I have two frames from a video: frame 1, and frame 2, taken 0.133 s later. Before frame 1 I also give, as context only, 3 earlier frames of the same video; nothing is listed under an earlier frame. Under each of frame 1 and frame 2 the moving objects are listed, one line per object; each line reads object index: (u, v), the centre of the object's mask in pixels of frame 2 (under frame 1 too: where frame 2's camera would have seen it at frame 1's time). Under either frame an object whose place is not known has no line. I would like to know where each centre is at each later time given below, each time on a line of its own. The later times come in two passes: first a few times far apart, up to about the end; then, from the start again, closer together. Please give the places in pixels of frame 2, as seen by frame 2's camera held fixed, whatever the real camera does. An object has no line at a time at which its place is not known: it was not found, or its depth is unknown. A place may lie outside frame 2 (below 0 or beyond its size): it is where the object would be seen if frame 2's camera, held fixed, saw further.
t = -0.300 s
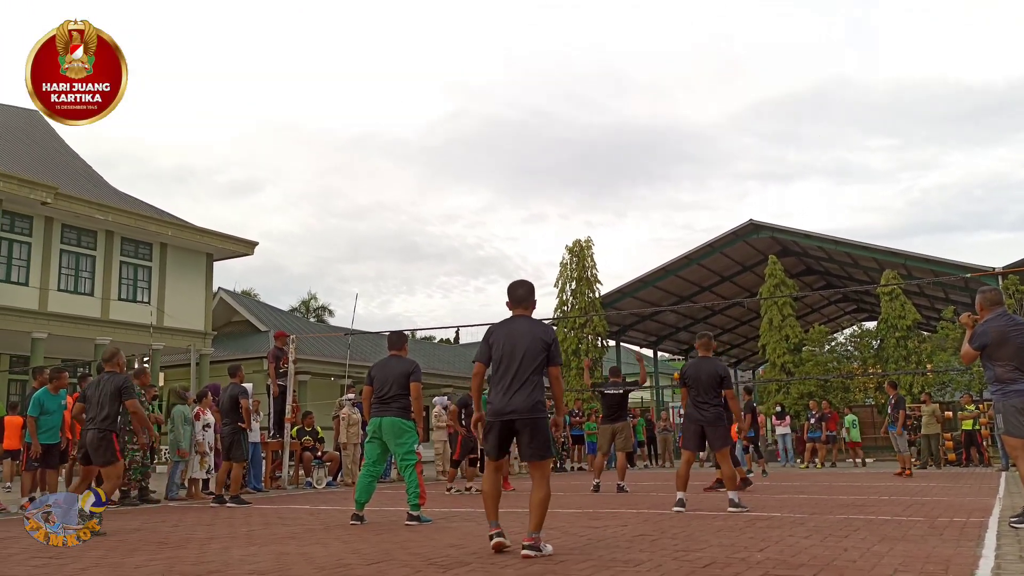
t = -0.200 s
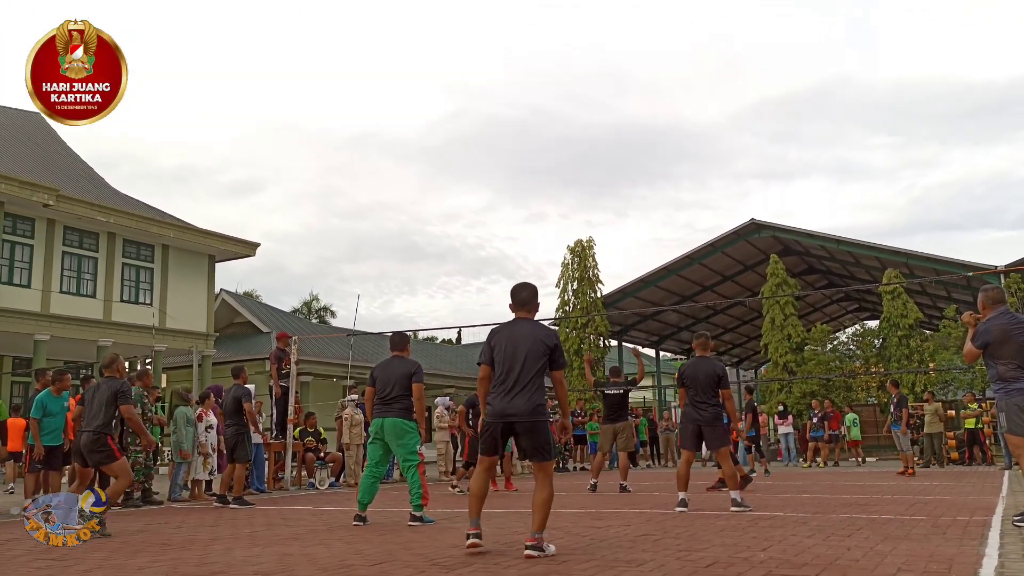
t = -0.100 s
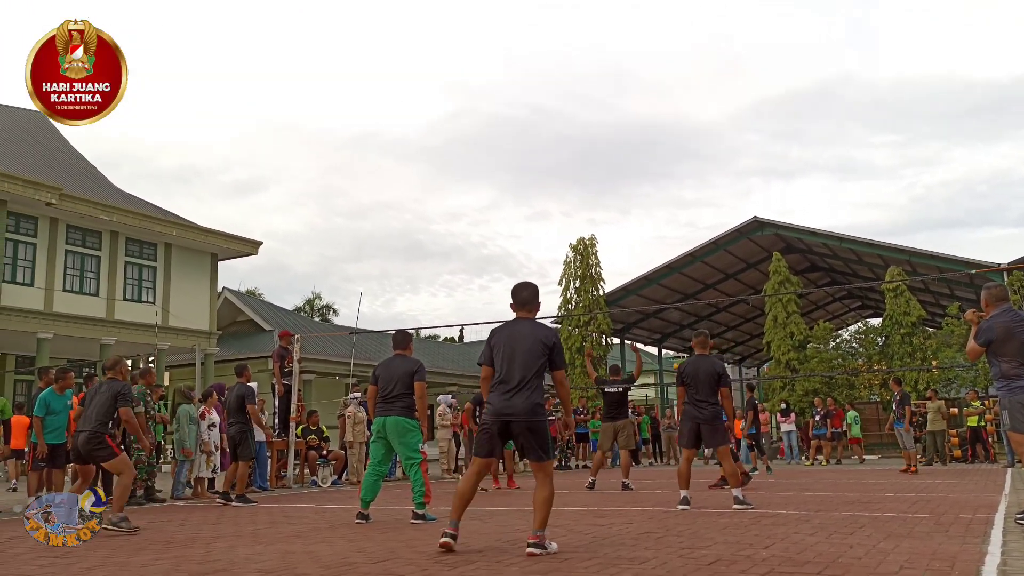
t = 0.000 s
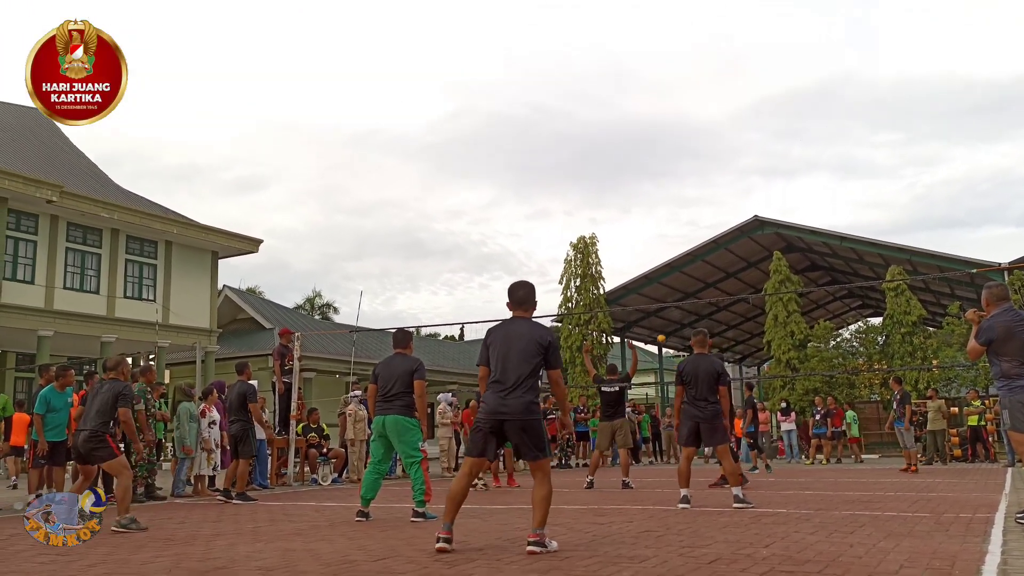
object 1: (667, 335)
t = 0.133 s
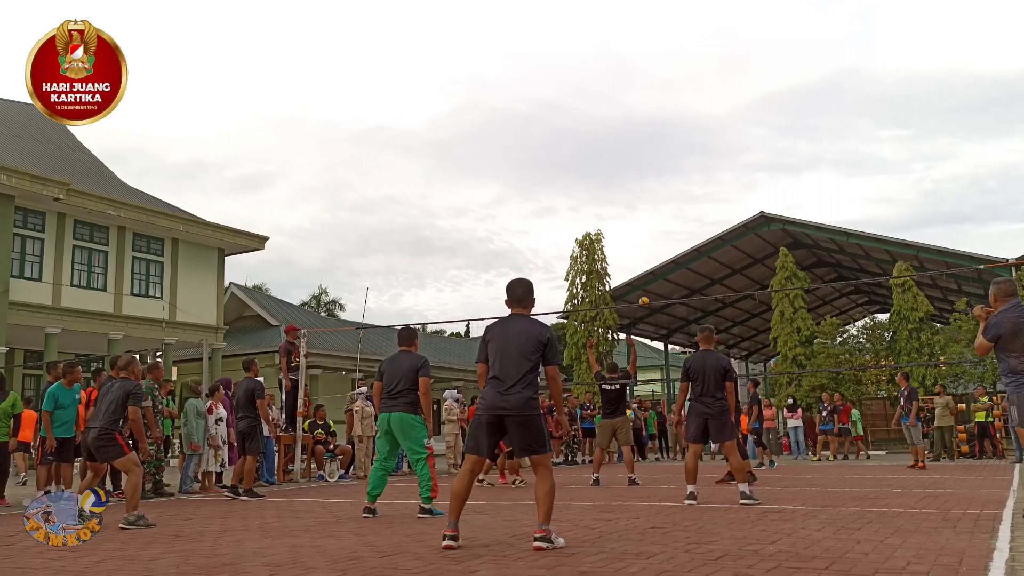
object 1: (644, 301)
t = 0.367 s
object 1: (597, 251)
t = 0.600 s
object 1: (530, 212)
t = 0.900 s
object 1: (399, 194)
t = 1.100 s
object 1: (249, 220)
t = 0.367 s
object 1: (597, 251)
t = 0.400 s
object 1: (588, 245)
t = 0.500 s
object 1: (562, 227)
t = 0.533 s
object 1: (552, 221)
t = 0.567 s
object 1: (541, 216)
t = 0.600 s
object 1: (530, 212)
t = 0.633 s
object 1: (519, 208)
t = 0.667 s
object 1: (507, 204)
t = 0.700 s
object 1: (494, 201)
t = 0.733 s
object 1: (480, 199)
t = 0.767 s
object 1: (466, 197)
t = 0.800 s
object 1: (451, 195)
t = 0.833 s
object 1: (435, 194)
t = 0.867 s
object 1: (418, 194)
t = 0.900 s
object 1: (399, 194)
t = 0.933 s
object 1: (379, 195)
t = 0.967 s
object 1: (357, 198)
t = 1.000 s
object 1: (333, 201)
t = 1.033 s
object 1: (307, 206)
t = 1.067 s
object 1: (279, 213)
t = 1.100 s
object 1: (249, 220)
